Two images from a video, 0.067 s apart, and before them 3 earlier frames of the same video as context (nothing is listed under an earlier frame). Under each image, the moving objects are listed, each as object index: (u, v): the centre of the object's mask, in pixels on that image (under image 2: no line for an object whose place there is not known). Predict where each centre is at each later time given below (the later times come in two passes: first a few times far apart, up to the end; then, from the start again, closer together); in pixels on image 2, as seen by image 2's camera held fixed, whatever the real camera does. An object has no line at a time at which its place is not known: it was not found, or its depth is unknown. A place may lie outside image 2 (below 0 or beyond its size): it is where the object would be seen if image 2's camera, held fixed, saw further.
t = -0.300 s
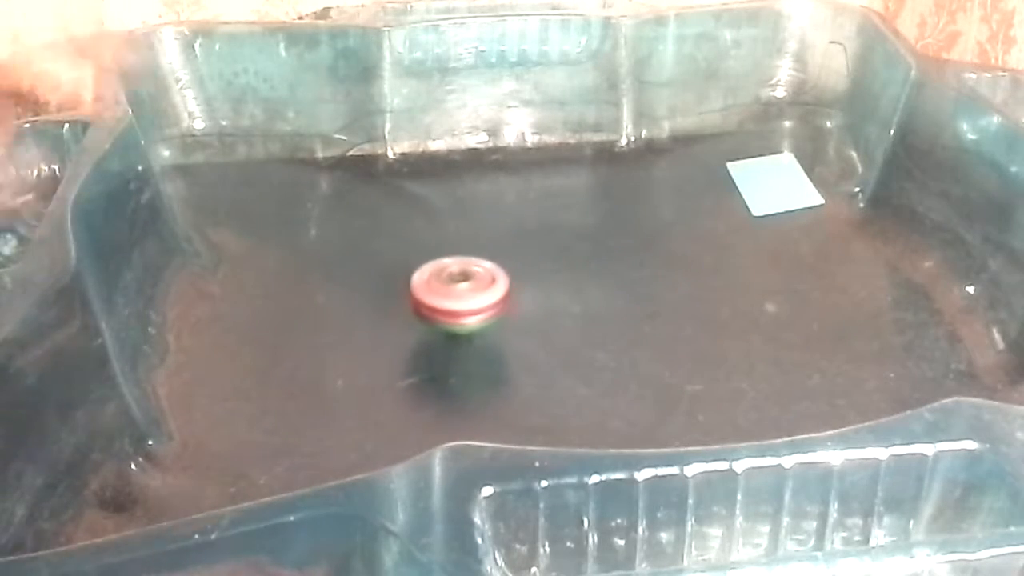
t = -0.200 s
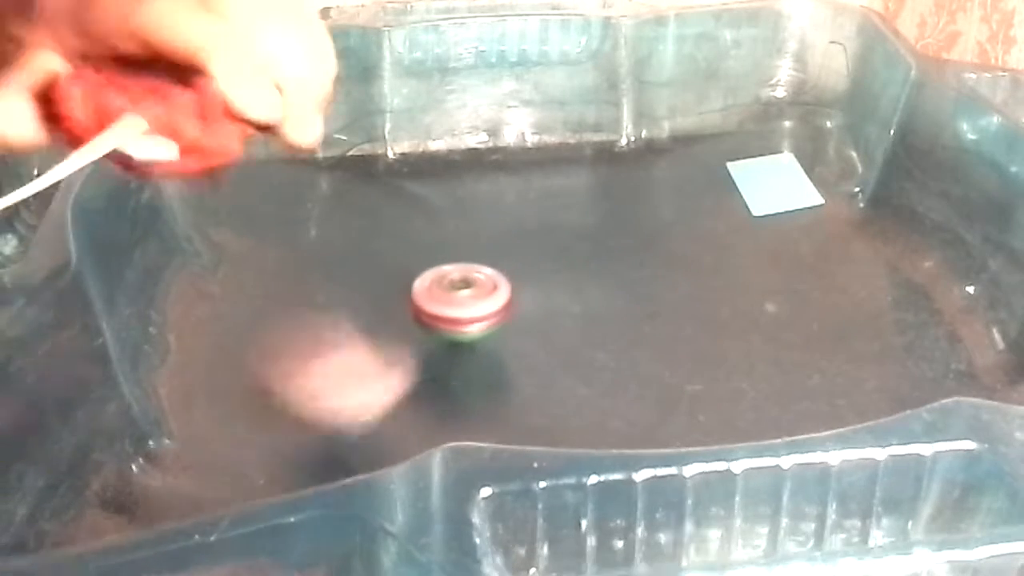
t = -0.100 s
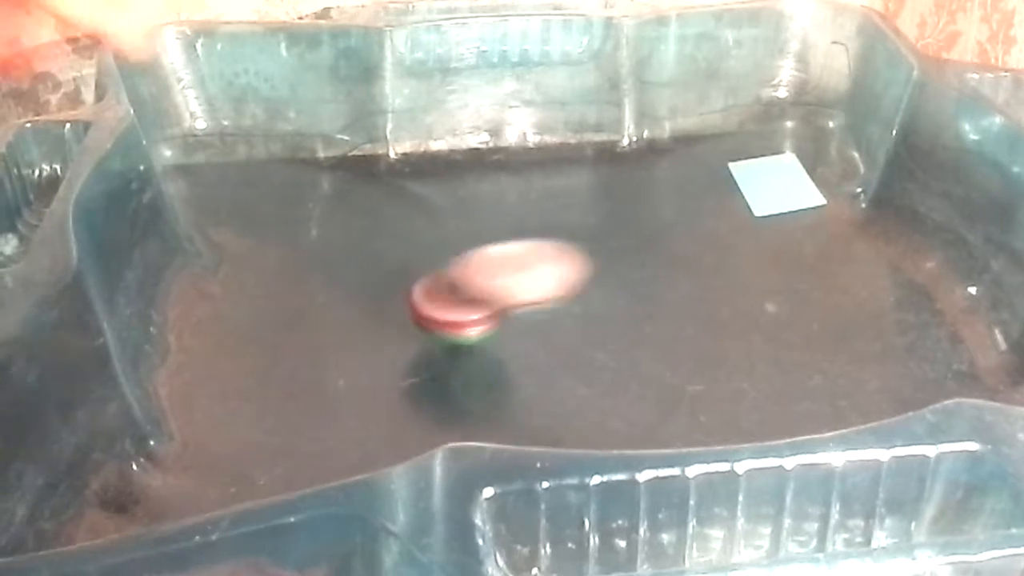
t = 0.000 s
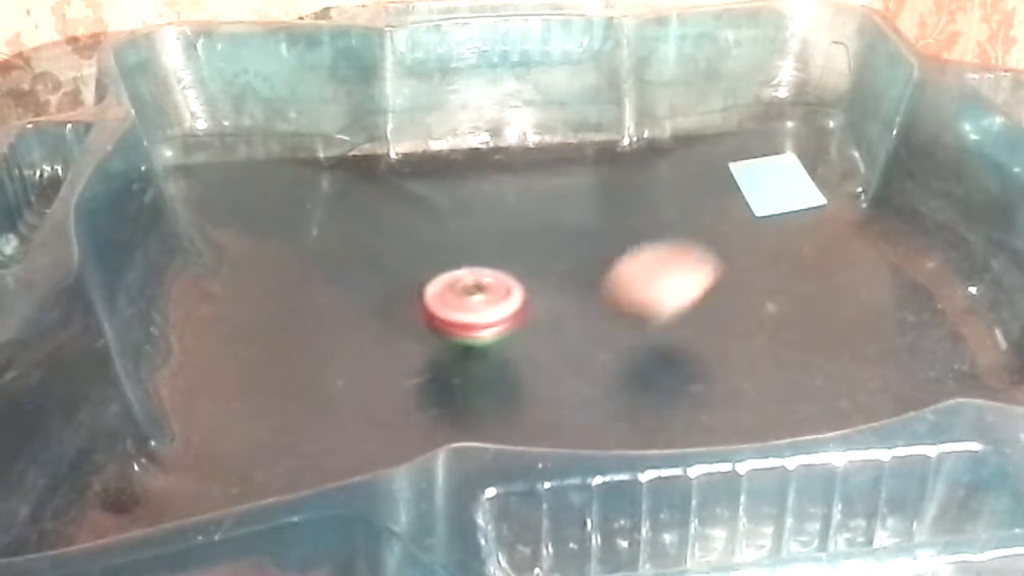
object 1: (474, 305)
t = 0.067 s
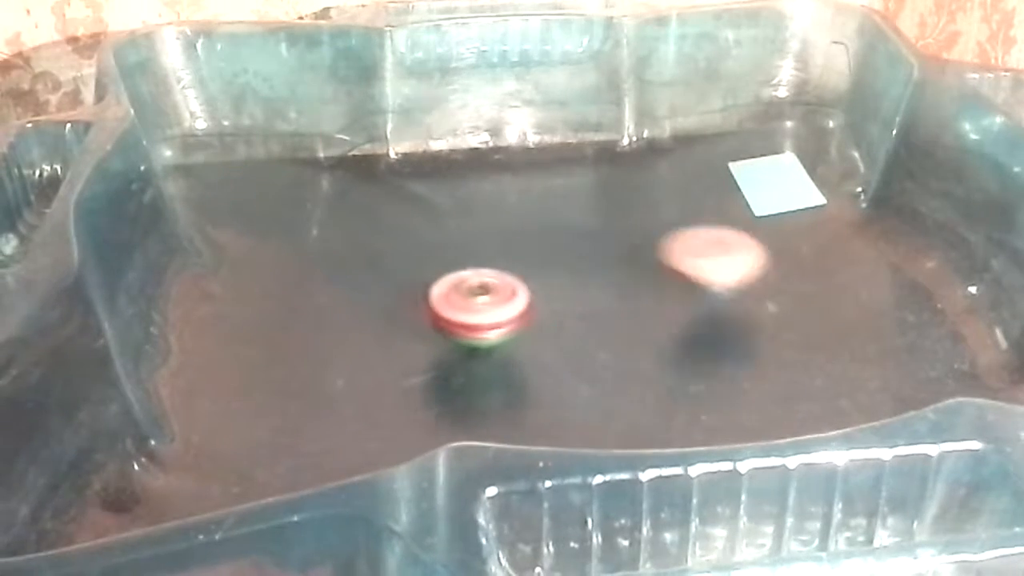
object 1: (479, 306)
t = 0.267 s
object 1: (515, 318)
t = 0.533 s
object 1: (550, 314)
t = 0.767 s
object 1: (567, 310)
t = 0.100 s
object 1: (484, 308)
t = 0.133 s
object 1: (490, 310)
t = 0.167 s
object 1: (495, 313)
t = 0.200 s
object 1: (502, 316)
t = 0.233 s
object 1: (509, 317)
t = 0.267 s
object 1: (515, 318)
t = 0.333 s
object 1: (527, 317)
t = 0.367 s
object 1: (532, 317)
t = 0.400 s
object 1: (537, 317)
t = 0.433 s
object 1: (542, 316)
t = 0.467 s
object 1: (545, 315)
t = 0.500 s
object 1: (548, 315)
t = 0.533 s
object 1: (550, 314)
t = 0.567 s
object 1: (553, 314)
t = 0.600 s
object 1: (555, 313)
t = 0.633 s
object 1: (558, 312)
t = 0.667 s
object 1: (560, 312)
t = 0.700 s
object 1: (563, 311)
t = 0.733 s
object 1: (565, 311)
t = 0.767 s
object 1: (567, 310)
